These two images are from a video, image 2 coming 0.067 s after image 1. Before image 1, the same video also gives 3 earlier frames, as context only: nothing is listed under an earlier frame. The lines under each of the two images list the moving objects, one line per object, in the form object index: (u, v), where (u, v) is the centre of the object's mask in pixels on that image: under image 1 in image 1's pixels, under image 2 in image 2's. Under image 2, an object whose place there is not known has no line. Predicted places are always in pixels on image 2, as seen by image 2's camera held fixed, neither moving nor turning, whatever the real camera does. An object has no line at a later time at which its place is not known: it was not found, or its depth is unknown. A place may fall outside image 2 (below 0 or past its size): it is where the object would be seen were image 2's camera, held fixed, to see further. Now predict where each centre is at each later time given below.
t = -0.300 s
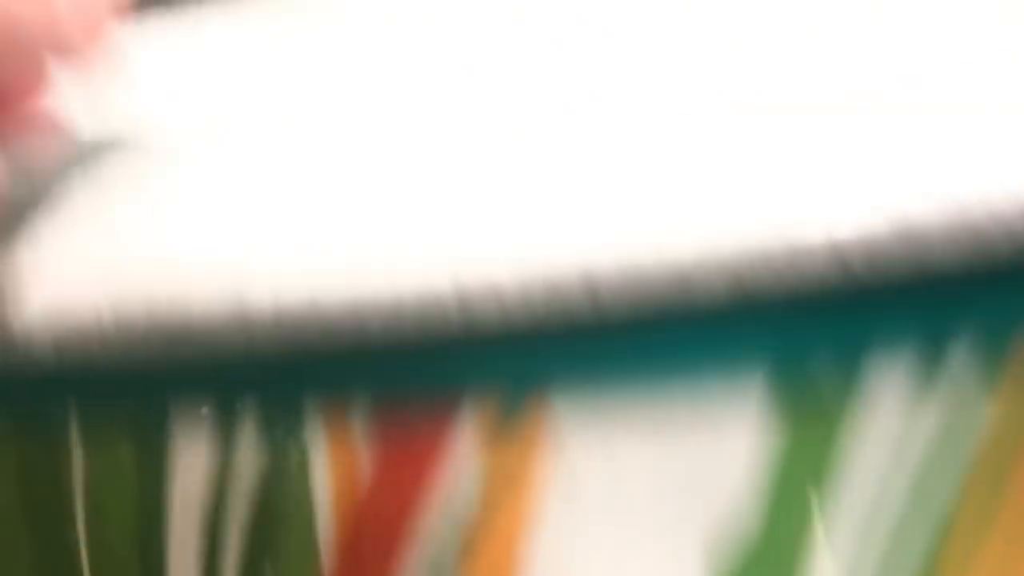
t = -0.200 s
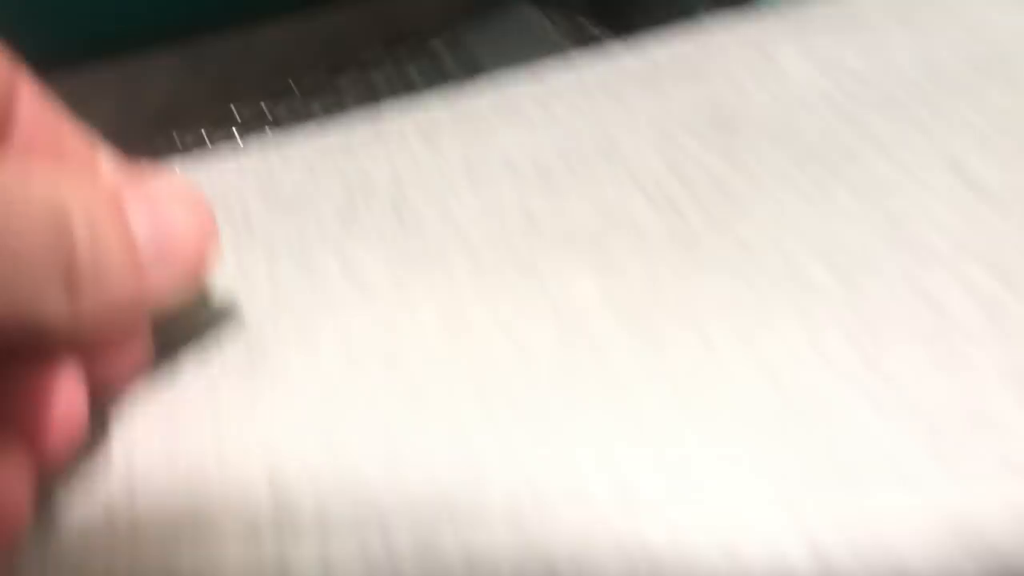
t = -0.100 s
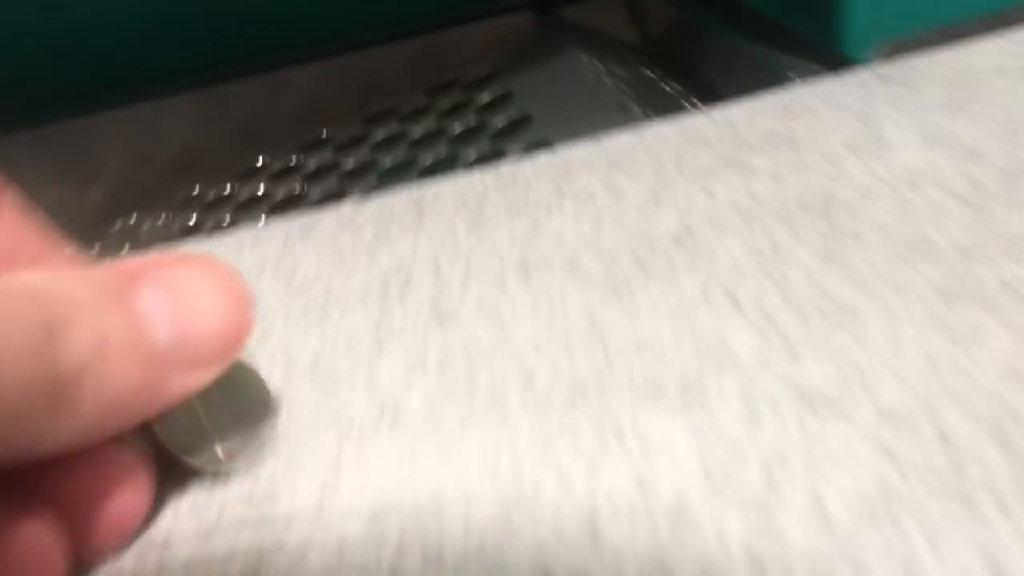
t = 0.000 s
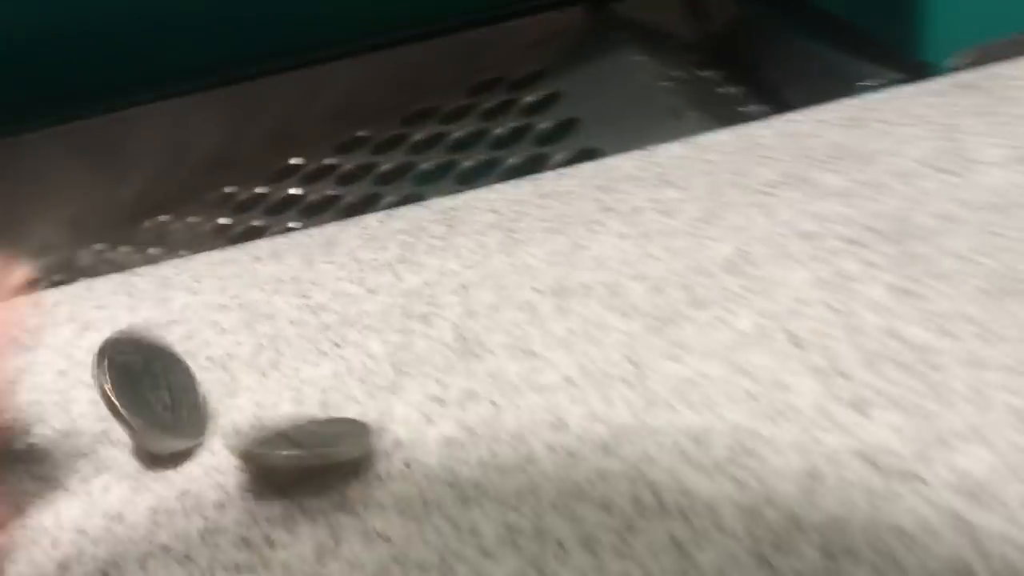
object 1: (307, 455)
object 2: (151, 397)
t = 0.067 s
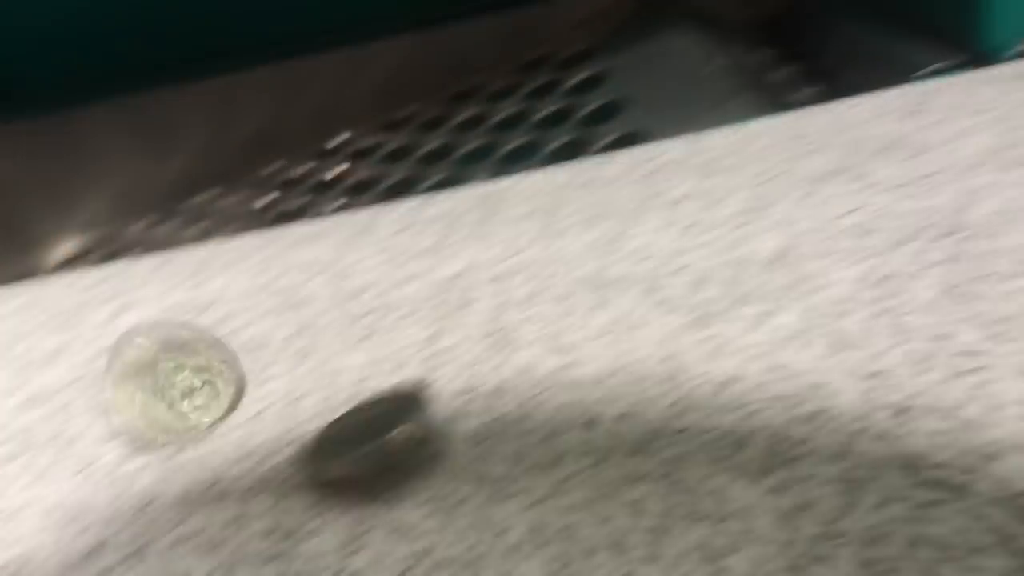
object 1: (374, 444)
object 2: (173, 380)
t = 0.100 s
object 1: (378, 446)
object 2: (161, 379)
